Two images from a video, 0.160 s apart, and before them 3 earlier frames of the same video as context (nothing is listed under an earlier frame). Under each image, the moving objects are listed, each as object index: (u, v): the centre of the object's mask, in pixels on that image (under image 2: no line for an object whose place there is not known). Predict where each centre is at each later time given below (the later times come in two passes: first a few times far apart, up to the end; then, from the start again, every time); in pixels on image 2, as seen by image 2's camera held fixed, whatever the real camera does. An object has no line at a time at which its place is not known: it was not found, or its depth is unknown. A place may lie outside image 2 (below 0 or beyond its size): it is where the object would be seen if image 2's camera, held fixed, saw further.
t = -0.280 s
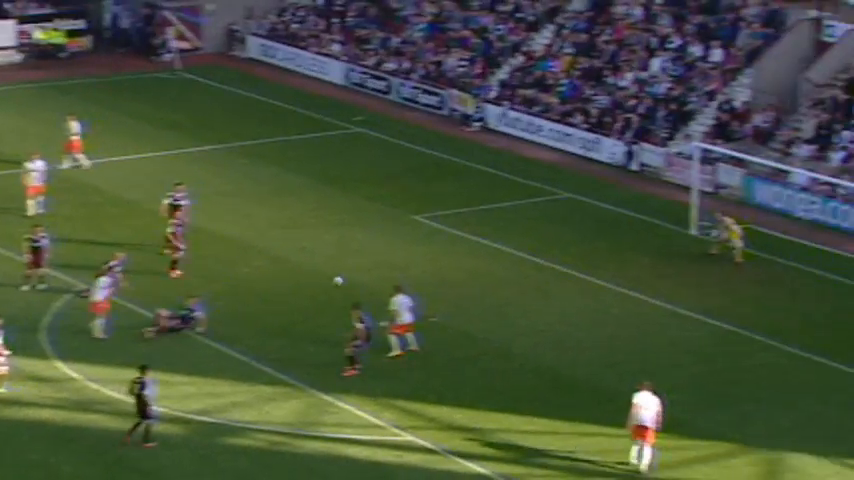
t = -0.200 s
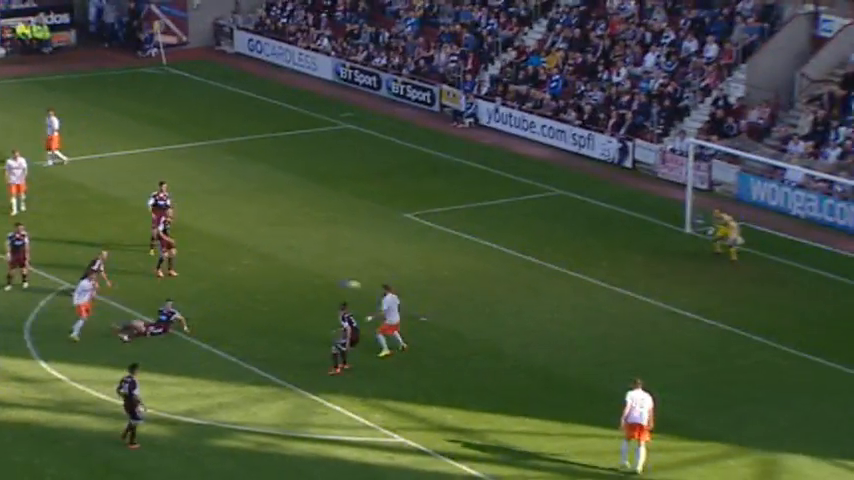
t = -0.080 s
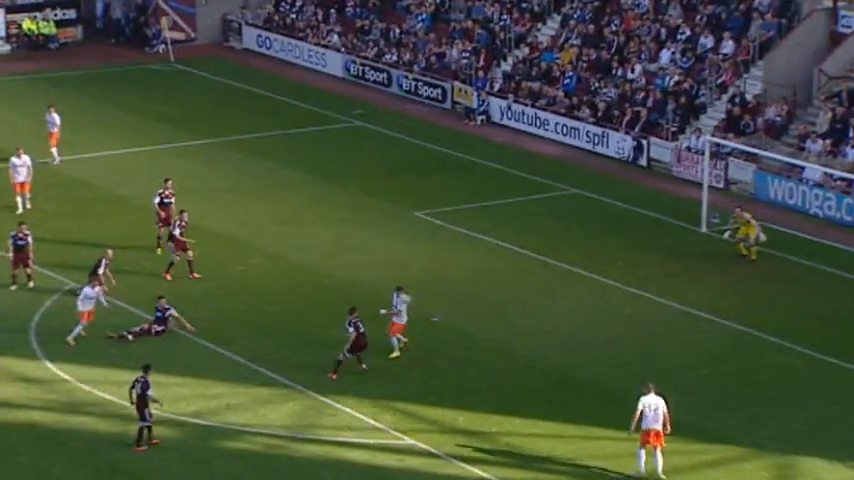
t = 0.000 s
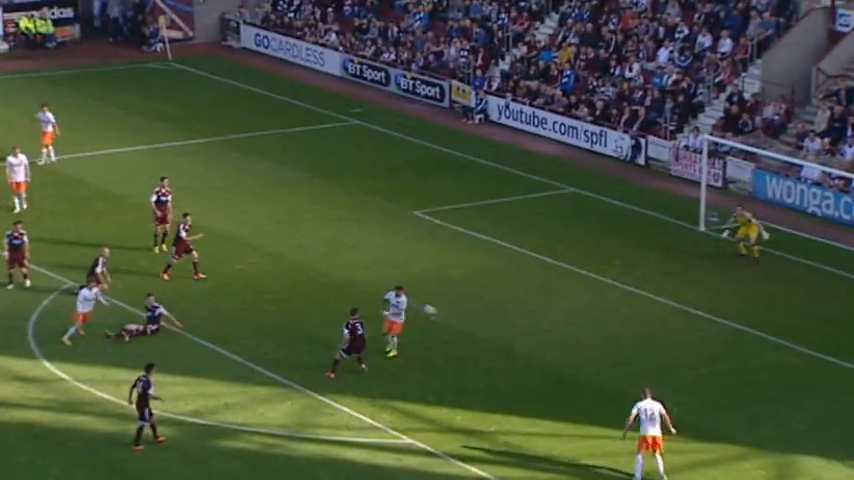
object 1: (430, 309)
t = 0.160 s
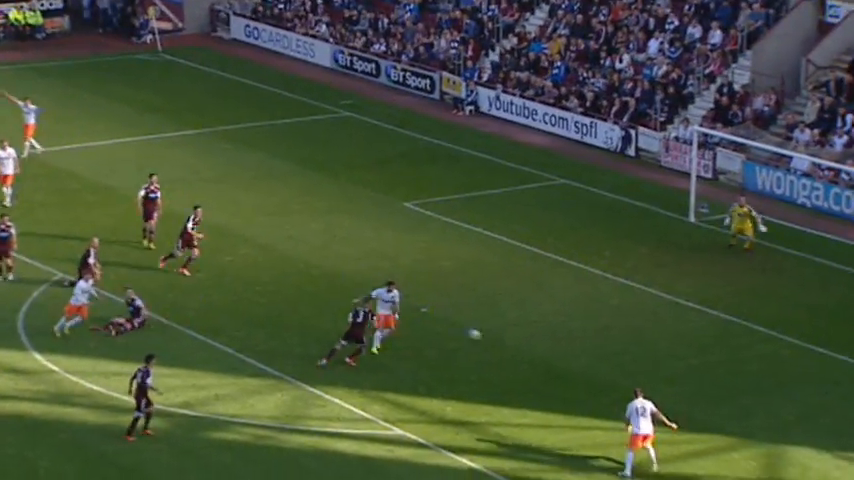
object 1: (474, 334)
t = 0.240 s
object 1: (502, 355)
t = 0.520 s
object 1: (580, 356)
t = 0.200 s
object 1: (488, 344)
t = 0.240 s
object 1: (502, 355)
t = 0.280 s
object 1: (516, 366)
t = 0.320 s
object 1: (529, 373)
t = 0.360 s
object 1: (539, 368)
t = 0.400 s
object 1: (549, 364)
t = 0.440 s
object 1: (560, 361)
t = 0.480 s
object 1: (570, 358)
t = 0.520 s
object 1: (580, 356)
